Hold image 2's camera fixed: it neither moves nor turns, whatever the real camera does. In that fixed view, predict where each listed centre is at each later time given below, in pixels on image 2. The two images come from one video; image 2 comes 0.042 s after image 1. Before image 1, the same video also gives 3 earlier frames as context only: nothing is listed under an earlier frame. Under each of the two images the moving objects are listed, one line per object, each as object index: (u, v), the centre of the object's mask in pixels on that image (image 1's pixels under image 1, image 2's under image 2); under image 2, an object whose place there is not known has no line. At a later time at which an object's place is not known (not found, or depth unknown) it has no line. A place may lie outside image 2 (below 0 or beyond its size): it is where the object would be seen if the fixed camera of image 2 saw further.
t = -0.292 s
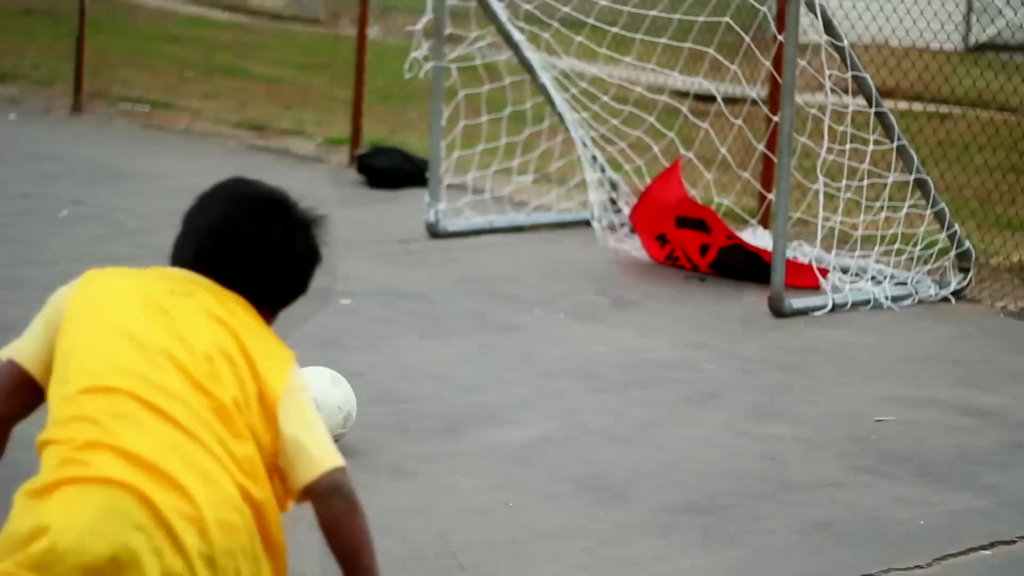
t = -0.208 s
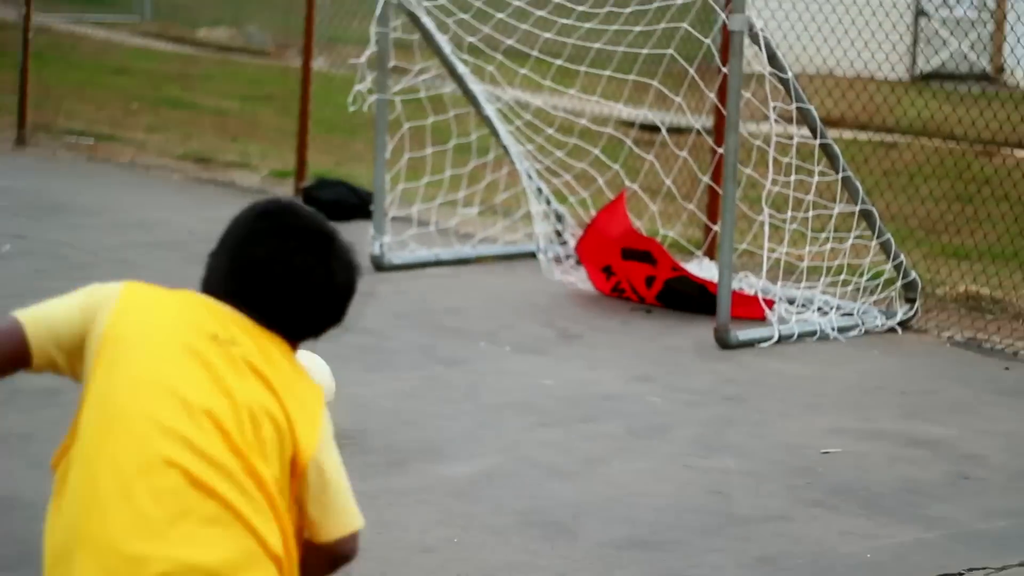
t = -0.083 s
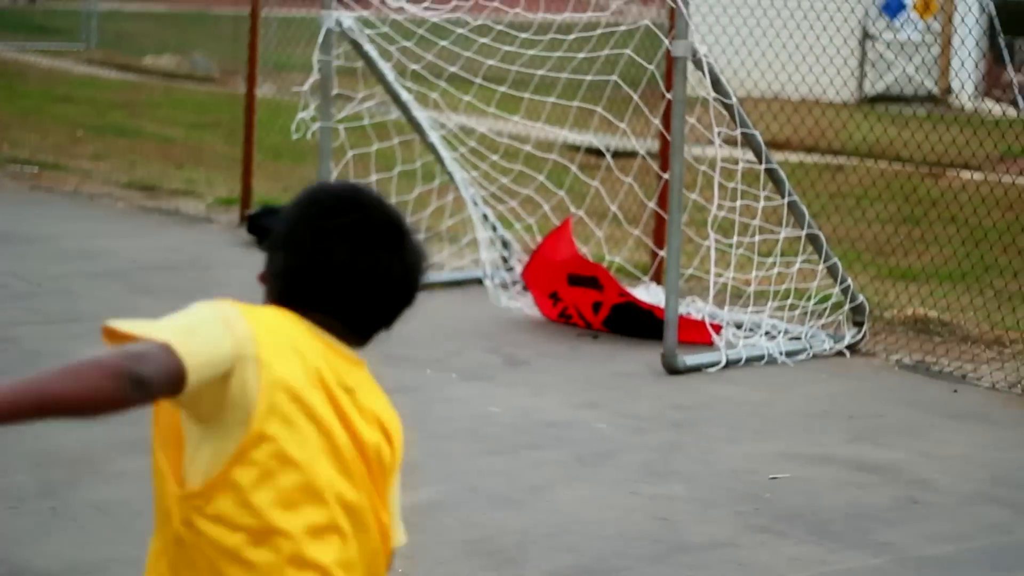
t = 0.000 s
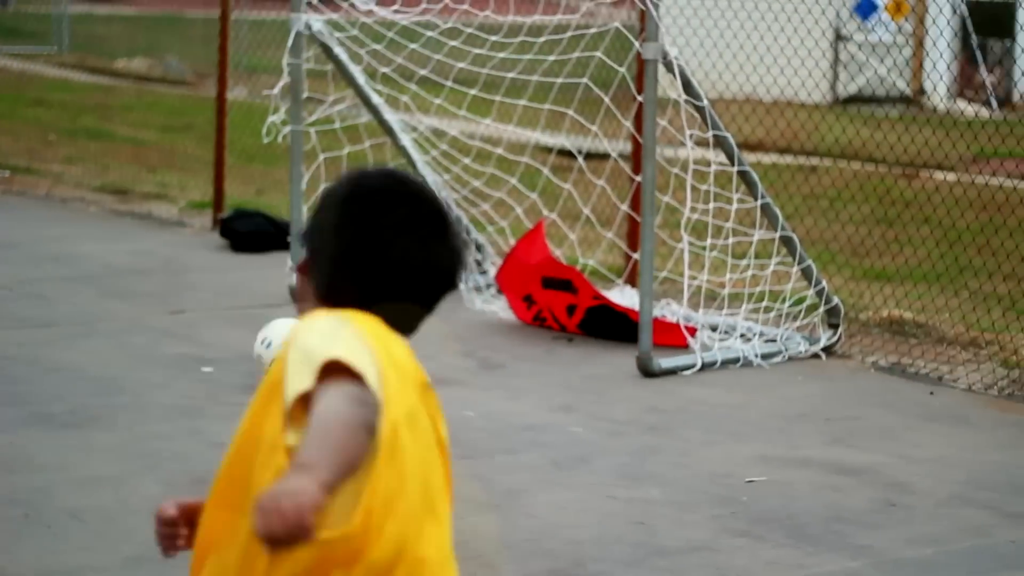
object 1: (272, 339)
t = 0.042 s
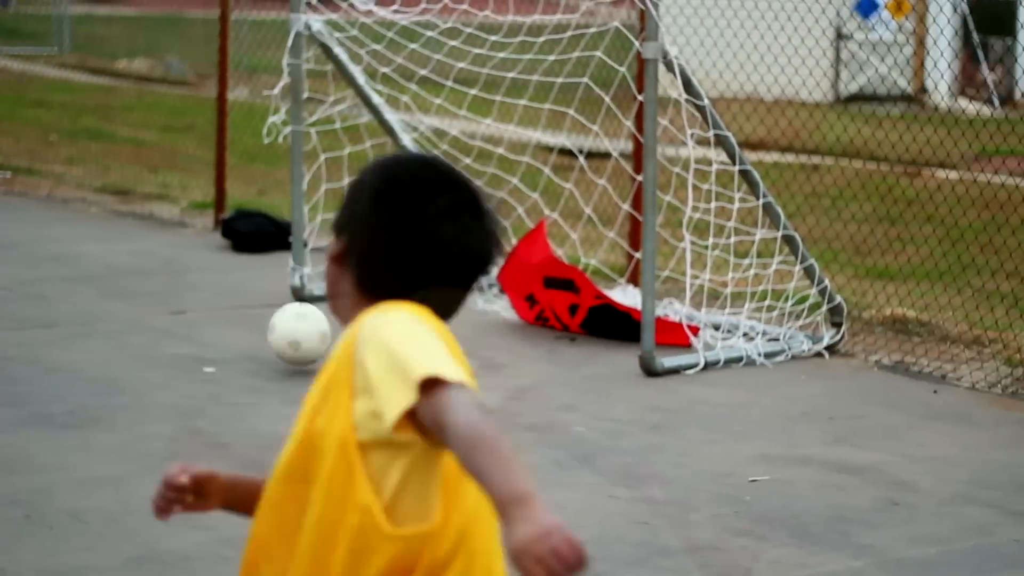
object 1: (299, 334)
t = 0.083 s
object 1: (309, 322)
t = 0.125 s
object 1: (318, 317)
